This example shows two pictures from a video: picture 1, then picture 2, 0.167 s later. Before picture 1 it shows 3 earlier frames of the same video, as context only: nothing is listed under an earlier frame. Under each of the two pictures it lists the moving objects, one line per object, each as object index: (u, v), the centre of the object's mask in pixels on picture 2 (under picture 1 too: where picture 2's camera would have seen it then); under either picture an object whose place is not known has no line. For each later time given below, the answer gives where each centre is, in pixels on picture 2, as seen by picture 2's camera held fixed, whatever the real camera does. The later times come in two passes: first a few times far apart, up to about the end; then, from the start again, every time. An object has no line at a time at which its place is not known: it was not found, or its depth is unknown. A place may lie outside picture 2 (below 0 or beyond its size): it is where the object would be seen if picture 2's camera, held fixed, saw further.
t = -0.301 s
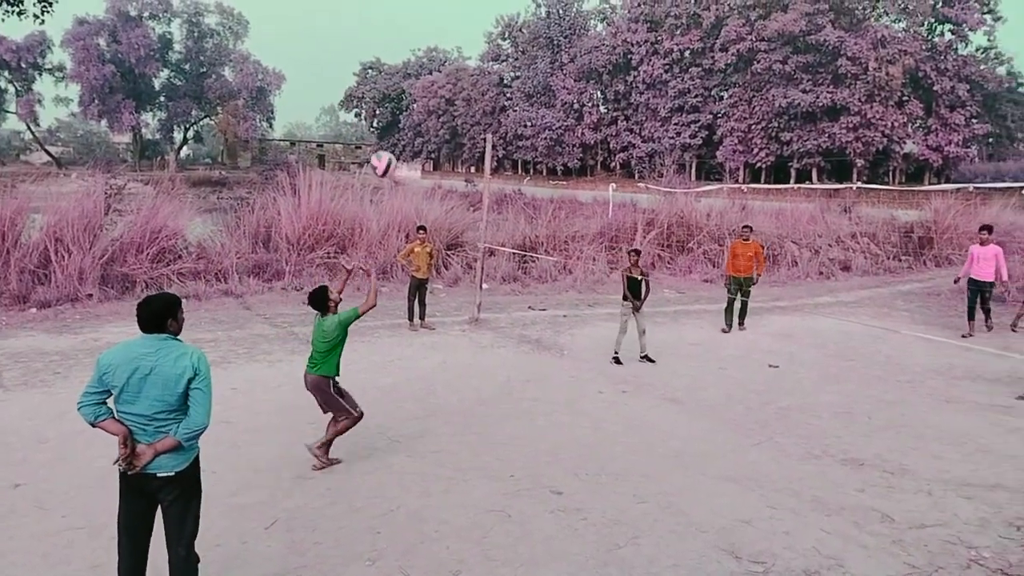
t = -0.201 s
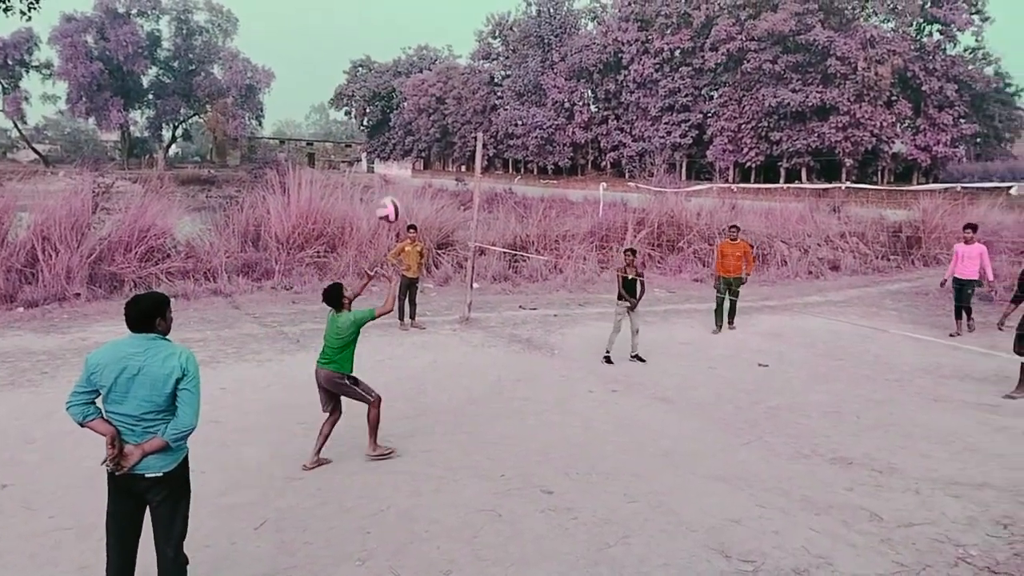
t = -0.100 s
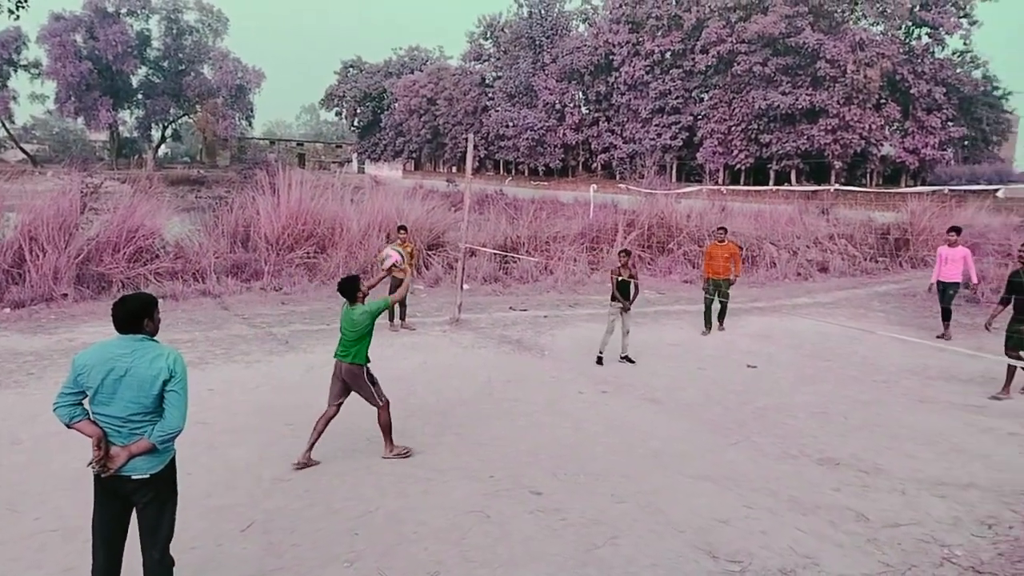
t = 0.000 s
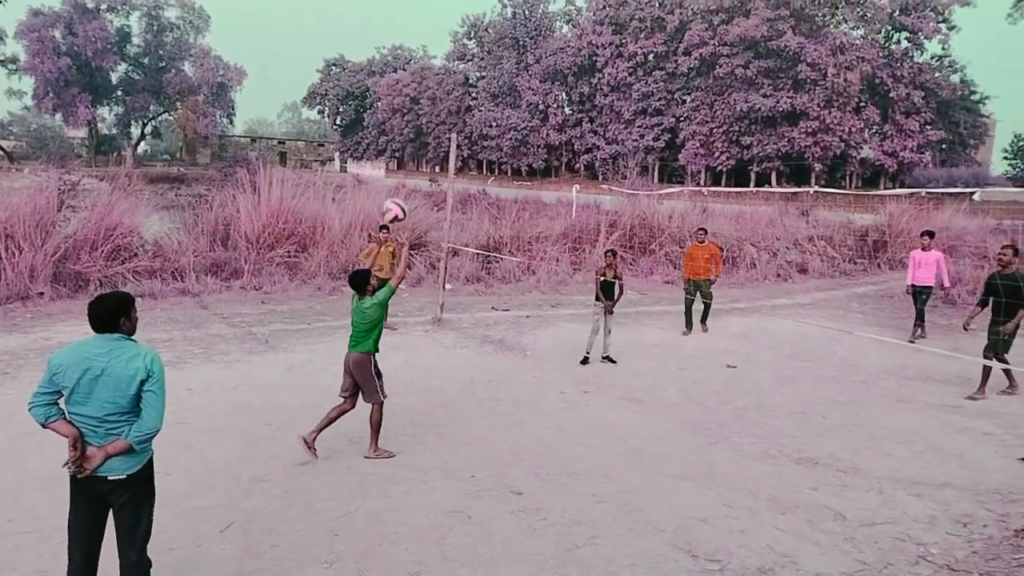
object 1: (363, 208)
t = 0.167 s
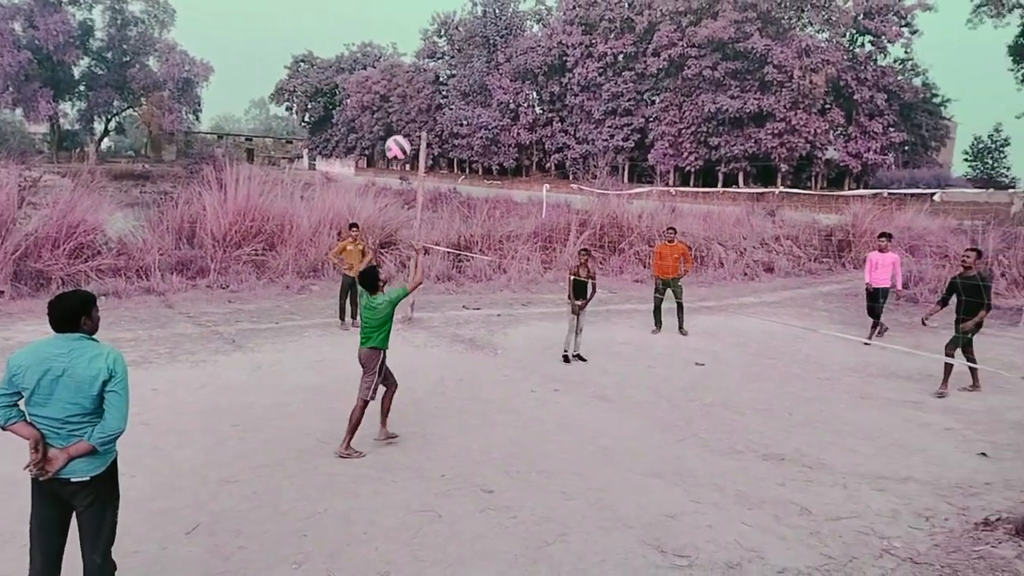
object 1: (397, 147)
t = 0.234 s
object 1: (410, 132)
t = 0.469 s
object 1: (450, 121)
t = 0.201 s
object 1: (403, 139)
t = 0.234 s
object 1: (410, 132)
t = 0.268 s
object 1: (418, 125)
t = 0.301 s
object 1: (424, 121)
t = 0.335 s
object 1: (429, 119)
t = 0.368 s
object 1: (435, 117)
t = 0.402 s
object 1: (440, 117)
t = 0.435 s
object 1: (445, 118)
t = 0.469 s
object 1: (450, 121)
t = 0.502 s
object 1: (457, 124)
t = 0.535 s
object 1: (463, 128)
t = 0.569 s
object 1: (468, 135)
